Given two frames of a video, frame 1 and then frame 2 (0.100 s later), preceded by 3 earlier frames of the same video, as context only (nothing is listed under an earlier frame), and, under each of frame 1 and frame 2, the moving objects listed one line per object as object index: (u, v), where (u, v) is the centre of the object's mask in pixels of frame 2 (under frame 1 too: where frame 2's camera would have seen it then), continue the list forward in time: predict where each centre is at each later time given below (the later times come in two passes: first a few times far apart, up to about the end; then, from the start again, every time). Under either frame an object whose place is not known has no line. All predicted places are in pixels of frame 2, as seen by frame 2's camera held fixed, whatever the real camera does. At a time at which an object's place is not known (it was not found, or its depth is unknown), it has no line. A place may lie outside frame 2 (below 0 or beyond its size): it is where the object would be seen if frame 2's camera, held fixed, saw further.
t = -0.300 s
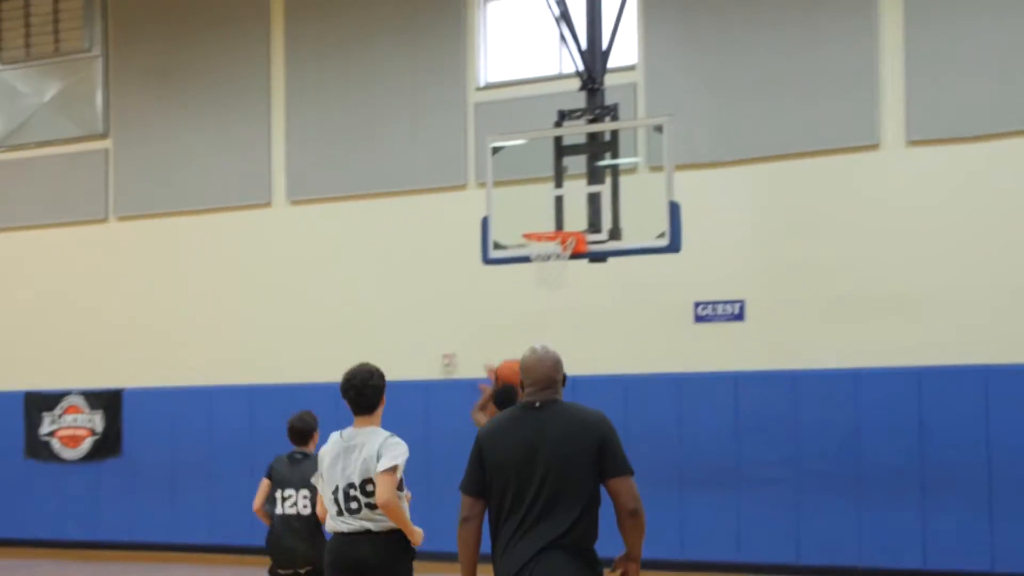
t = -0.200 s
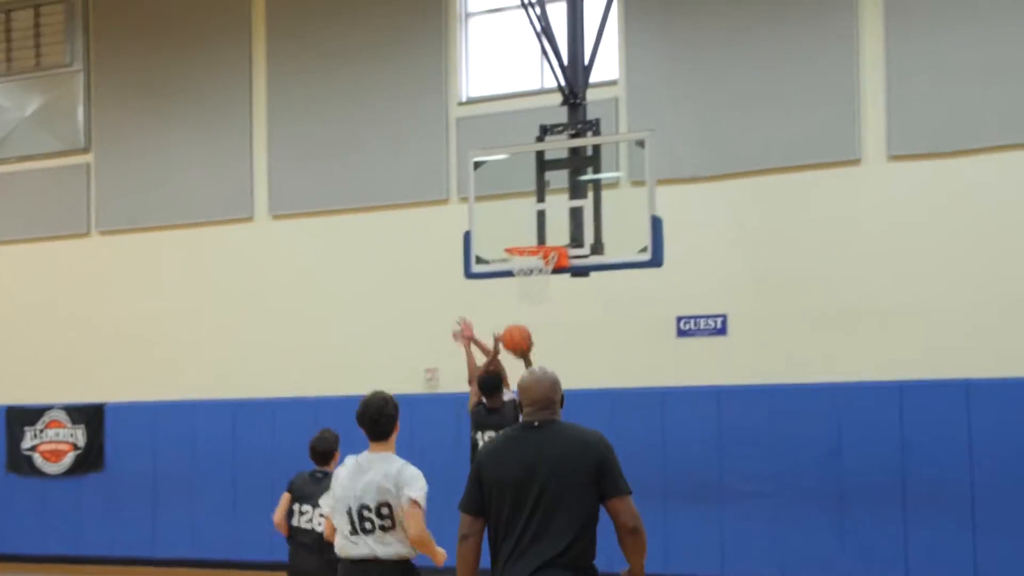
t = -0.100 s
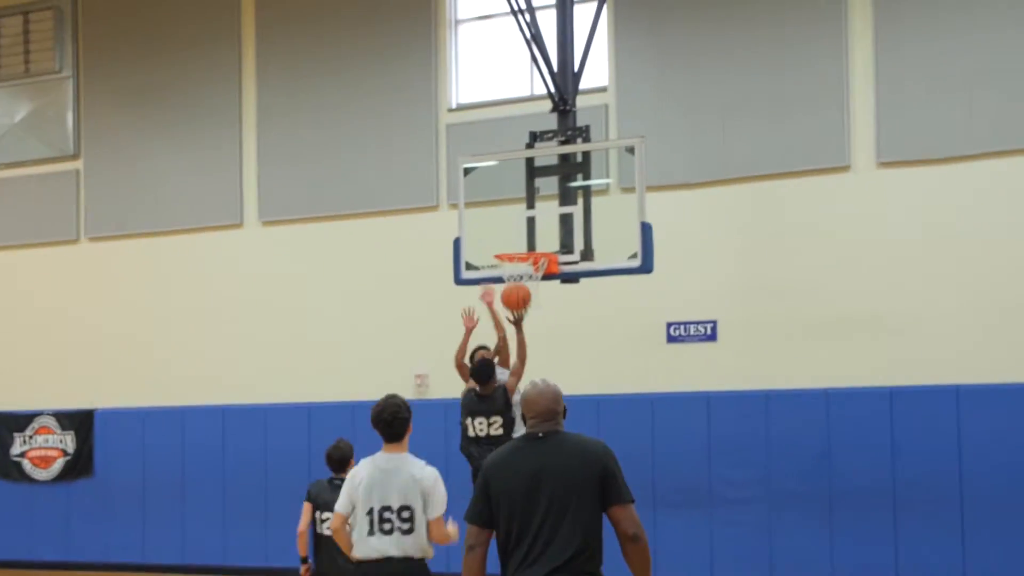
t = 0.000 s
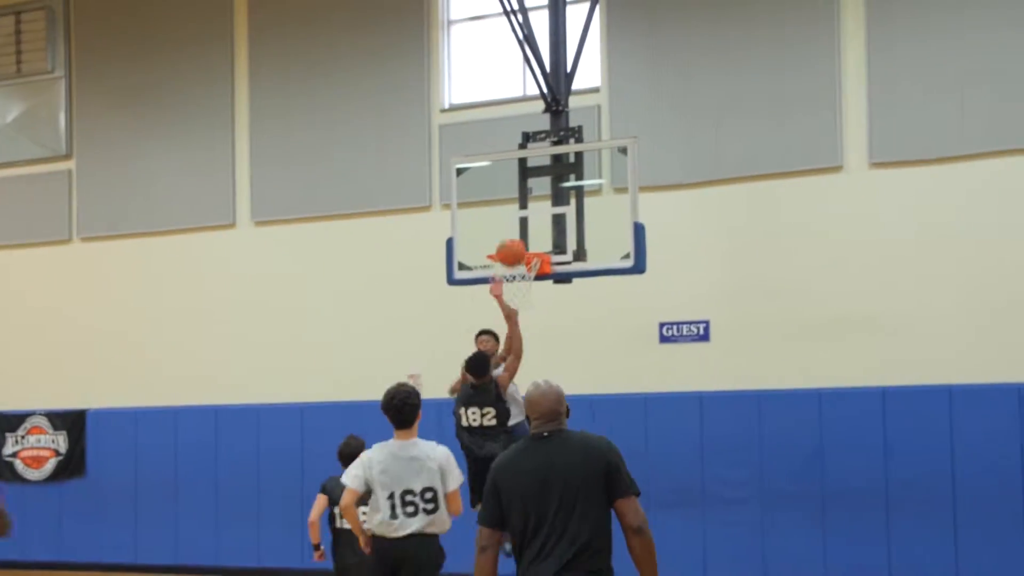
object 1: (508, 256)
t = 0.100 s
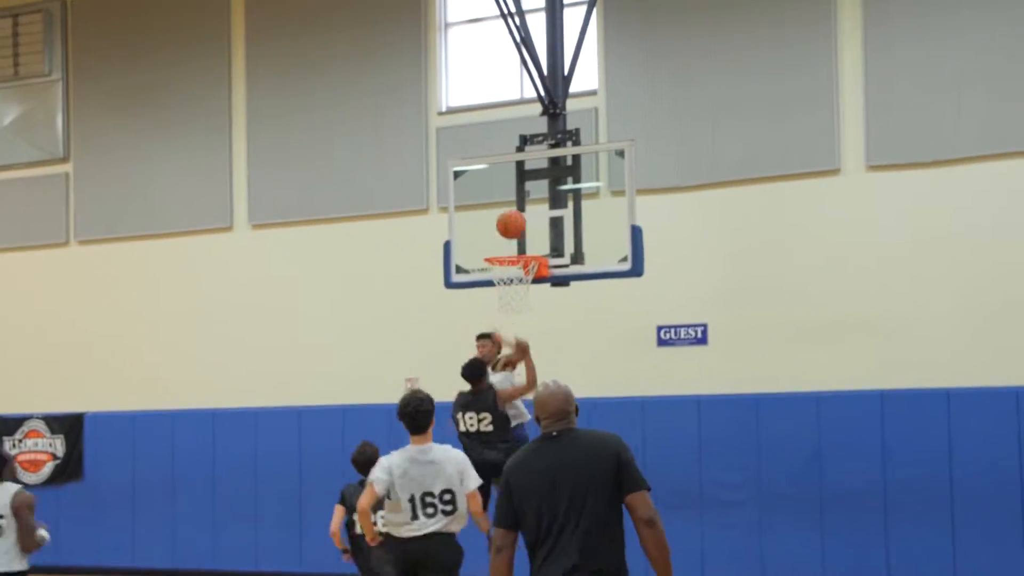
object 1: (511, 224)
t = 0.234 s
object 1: (515, 202)
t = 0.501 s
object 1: (522, 221)
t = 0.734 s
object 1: (525, 292)
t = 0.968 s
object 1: (509, 372)
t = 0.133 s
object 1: (512, 217)
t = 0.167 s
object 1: (513, 210)
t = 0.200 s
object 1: (514, 205)
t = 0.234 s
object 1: (515, 202)
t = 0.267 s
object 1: (515, 200)
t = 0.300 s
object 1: (516, 199)
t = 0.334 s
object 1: (517, 200)
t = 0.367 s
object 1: (518, 201)
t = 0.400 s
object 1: (519, 204)
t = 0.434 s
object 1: (520, 208)
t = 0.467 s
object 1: (521, 214)
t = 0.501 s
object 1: (522, 221)
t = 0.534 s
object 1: (523, 229)
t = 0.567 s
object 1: (524, 239)
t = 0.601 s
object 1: (525, 246)
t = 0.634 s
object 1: (527, 254)
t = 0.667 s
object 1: (525, 270)
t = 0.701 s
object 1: (527, 283)
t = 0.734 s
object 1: (525, 292)
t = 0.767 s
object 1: (522, 298)
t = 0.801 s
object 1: (520, 309)
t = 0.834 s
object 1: (517, 318)
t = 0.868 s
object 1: (515, 329)
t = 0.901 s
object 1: (513, 342)
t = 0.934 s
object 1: (511, 356)
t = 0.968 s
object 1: (509, 372)
